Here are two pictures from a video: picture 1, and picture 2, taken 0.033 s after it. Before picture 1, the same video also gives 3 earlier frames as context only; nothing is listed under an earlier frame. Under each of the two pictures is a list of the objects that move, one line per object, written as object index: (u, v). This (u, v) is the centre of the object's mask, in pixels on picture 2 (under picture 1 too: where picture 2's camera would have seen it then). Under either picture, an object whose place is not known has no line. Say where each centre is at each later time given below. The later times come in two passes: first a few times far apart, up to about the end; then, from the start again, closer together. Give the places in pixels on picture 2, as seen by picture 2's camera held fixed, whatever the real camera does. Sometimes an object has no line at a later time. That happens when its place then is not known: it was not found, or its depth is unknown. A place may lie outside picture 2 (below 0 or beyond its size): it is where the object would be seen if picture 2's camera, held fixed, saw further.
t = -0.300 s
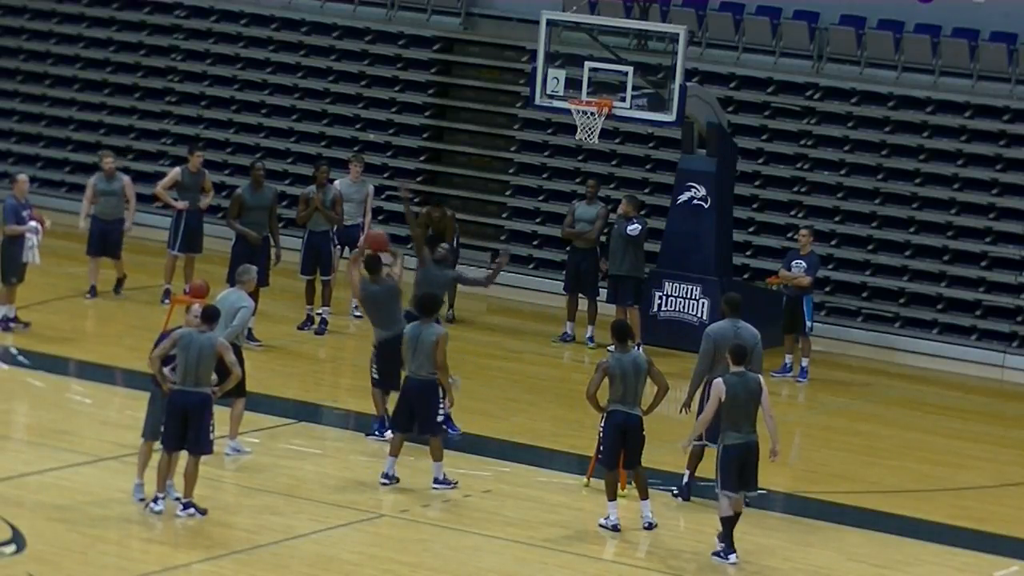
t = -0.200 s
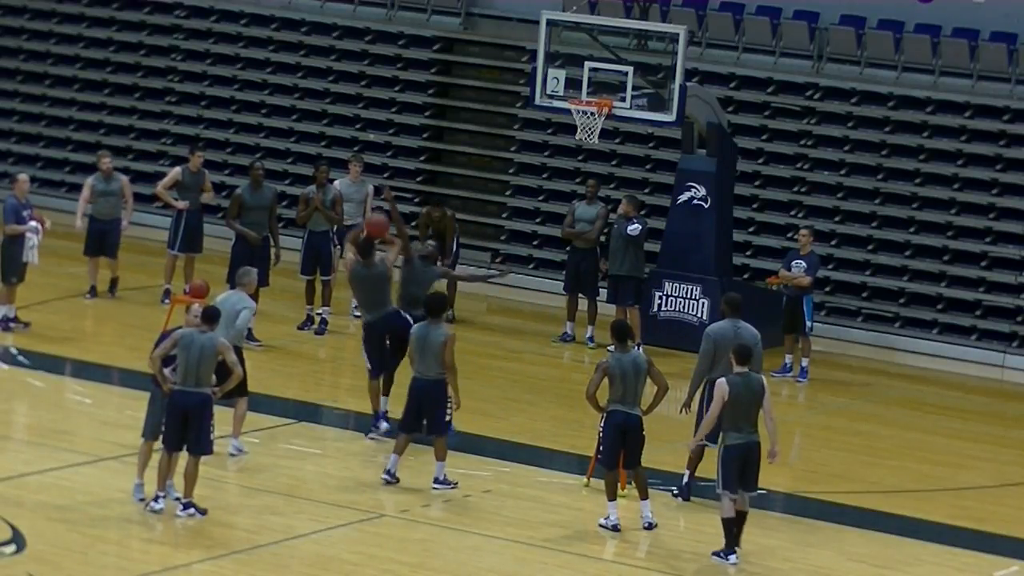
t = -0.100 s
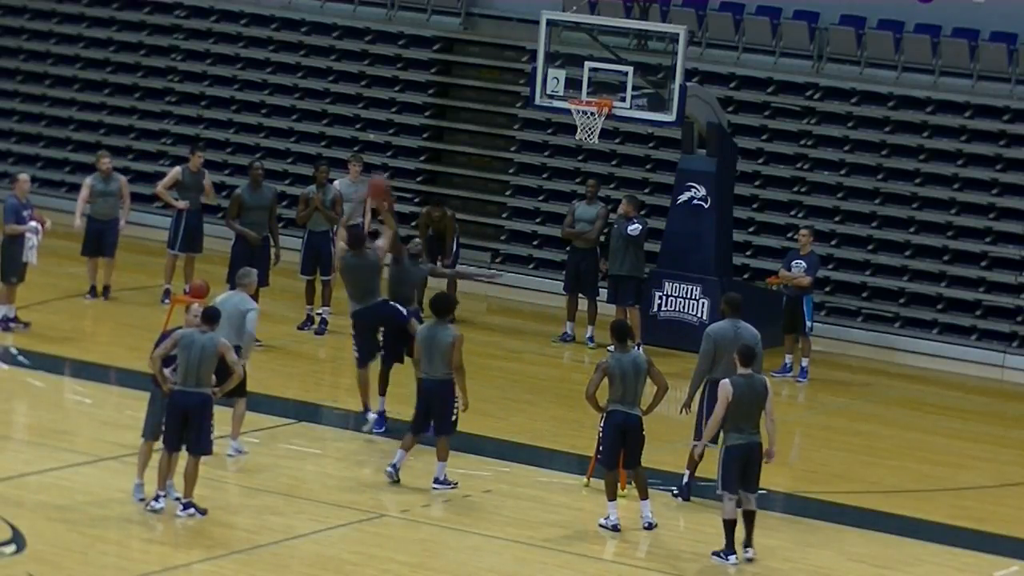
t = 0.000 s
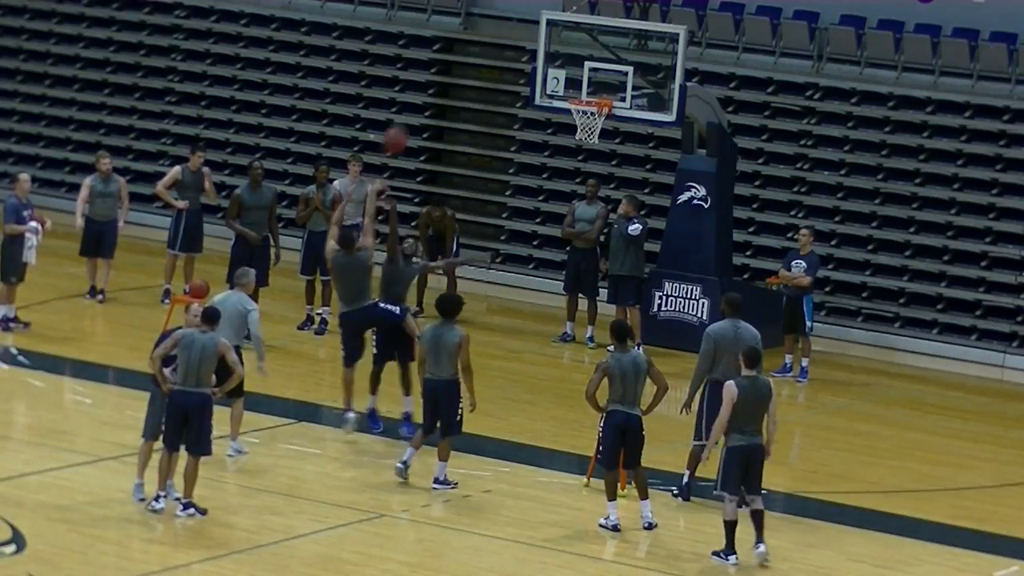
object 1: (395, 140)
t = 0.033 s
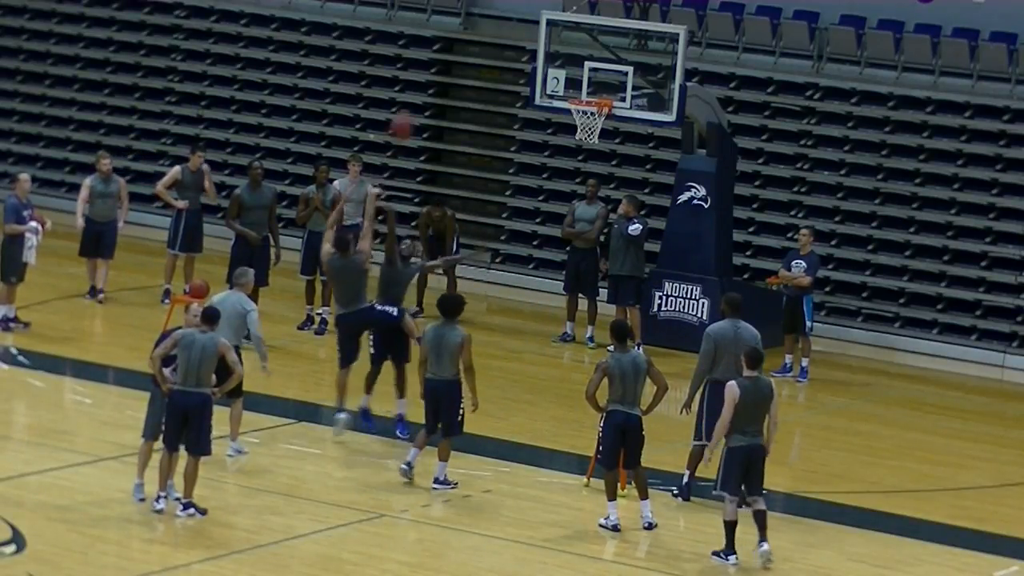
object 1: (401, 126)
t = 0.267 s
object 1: (447, 60)
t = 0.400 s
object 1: (469, 46)
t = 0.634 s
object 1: (508, 63)
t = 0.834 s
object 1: (535, 121)
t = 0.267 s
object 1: (447, 60)
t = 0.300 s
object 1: (453, 55)
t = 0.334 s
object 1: (459, 51)
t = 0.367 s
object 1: (465, 48)
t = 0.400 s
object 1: (469, 46)
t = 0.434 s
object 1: (475, 46)
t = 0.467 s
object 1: (481, 46)
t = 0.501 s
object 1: (486, 48)
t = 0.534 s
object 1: (492, 50)
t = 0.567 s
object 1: (497, 54)
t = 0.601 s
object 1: (502, 59)
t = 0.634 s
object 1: (508, 63)
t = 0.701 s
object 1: (516, 80)
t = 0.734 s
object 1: (521, 89)
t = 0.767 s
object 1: (526, 98)
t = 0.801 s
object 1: (530, 111)
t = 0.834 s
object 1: (535, 121)
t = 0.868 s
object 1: (539, 135)
